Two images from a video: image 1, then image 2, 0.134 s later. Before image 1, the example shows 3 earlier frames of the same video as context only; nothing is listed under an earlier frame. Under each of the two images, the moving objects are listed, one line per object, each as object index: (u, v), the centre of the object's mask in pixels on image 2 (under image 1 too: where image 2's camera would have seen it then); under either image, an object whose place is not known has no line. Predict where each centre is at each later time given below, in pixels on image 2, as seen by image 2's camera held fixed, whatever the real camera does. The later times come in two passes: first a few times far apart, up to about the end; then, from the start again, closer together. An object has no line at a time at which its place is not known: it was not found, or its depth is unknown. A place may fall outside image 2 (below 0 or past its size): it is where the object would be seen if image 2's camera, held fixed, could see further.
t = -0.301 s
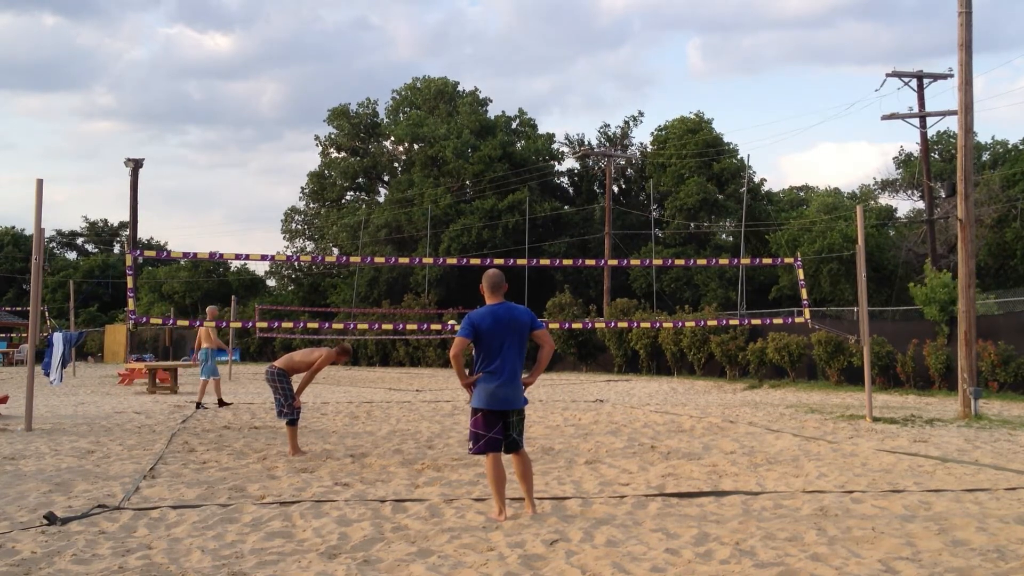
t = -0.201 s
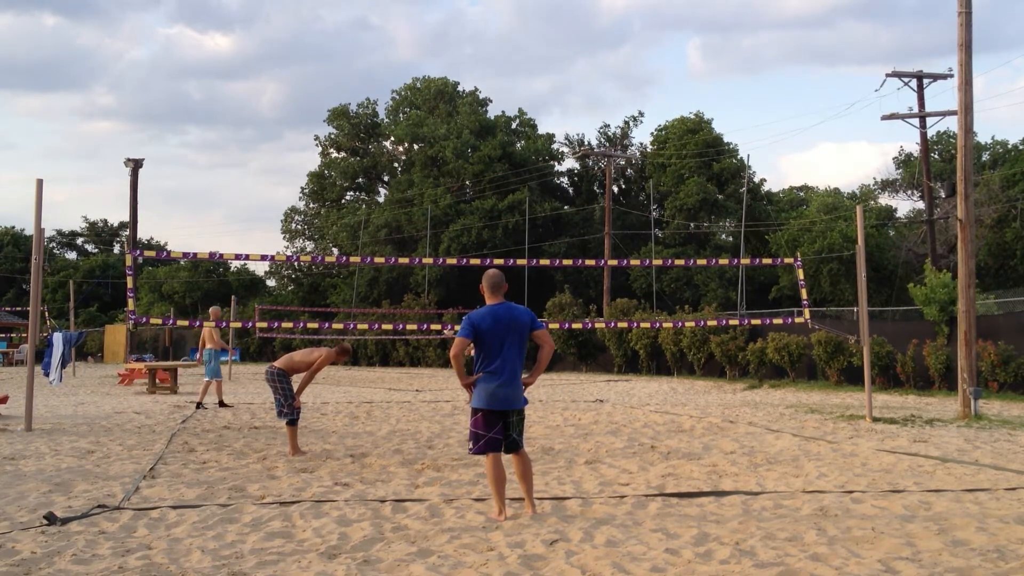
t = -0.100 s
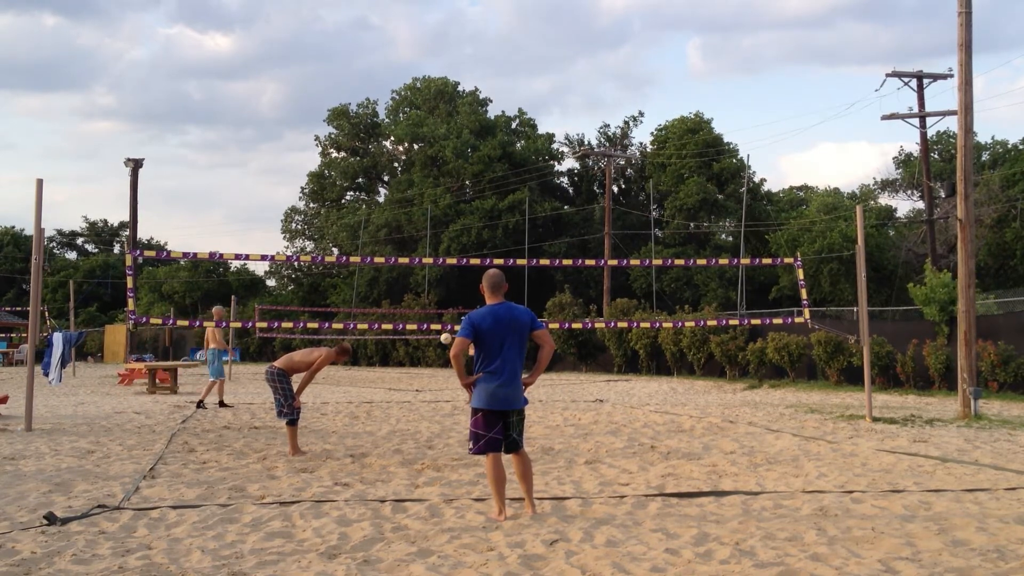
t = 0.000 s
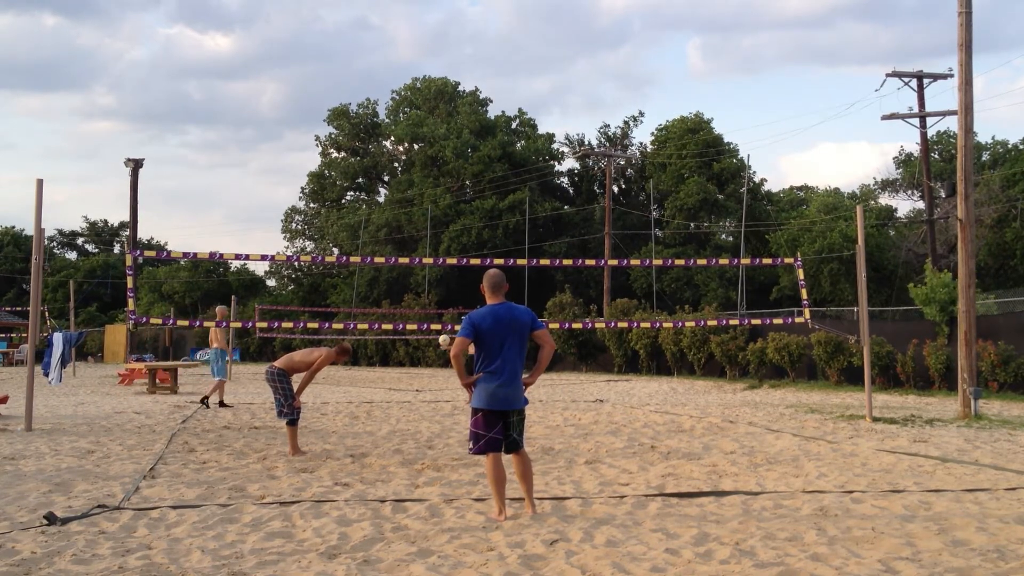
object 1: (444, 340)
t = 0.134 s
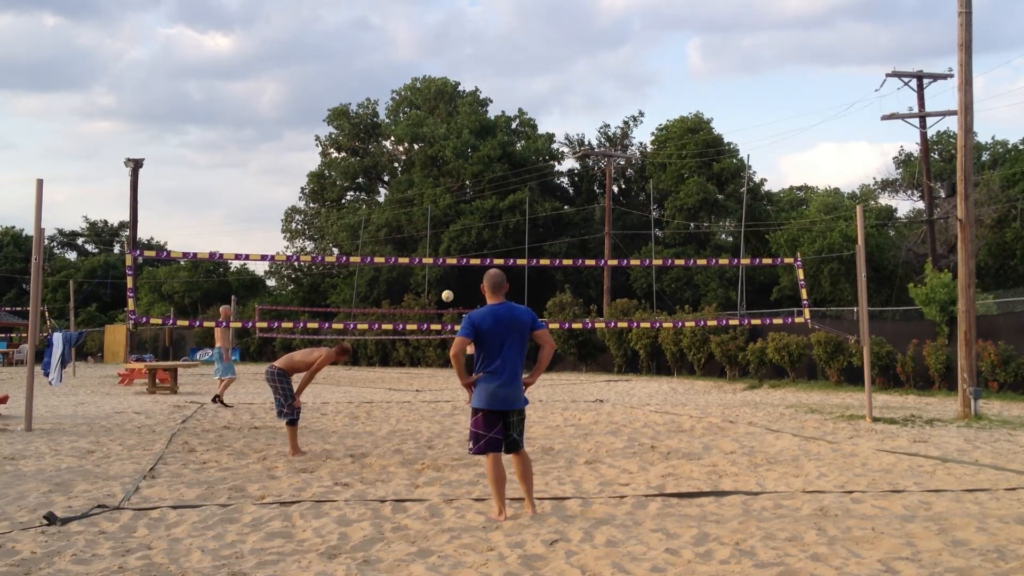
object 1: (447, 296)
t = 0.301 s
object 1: (450, 248)
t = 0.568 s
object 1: (453, 191)
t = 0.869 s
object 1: (449, 167)
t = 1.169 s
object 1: (444, 217)
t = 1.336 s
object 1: (440, 293)
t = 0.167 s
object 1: (448, 285)
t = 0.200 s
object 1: (449, 276)
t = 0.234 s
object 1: (449, 268)
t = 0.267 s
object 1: (450, 255)
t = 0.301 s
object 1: (450, 248)
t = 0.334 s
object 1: (451, 240)
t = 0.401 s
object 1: (452, 224)
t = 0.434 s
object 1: (452, 217)
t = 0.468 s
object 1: (453, 209)
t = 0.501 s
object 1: (453, 203)
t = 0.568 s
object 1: (453, 191)
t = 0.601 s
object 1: (453, 186)
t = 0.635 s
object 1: (453, 181)
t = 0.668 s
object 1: (453, 177)
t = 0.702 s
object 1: (452, 173)
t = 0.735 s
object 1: (452, 171)
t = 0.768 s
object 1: (451, 169)
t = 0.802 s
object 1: (451, 167)
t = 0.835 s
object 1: (450, 167)
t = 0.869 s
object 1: (449, 167)
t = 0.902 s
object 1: (449, 169)
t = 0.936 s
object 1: (448, 171)
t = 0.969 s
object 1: (447, 174)
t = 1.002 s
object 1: (446, 178)
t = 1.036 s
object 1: (446, 183)
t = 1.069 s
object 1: (445, 190)
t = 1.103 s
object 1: (445, 197)
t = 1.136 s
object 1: (444, 206)
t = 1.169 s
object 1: (444, 217)
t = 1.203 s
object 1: (443, 228)
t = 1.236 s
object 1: (442, 242)
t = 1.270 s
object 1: (442, 257)
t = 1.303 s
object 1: (441, 274)
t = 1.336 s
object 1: (440, 293)
